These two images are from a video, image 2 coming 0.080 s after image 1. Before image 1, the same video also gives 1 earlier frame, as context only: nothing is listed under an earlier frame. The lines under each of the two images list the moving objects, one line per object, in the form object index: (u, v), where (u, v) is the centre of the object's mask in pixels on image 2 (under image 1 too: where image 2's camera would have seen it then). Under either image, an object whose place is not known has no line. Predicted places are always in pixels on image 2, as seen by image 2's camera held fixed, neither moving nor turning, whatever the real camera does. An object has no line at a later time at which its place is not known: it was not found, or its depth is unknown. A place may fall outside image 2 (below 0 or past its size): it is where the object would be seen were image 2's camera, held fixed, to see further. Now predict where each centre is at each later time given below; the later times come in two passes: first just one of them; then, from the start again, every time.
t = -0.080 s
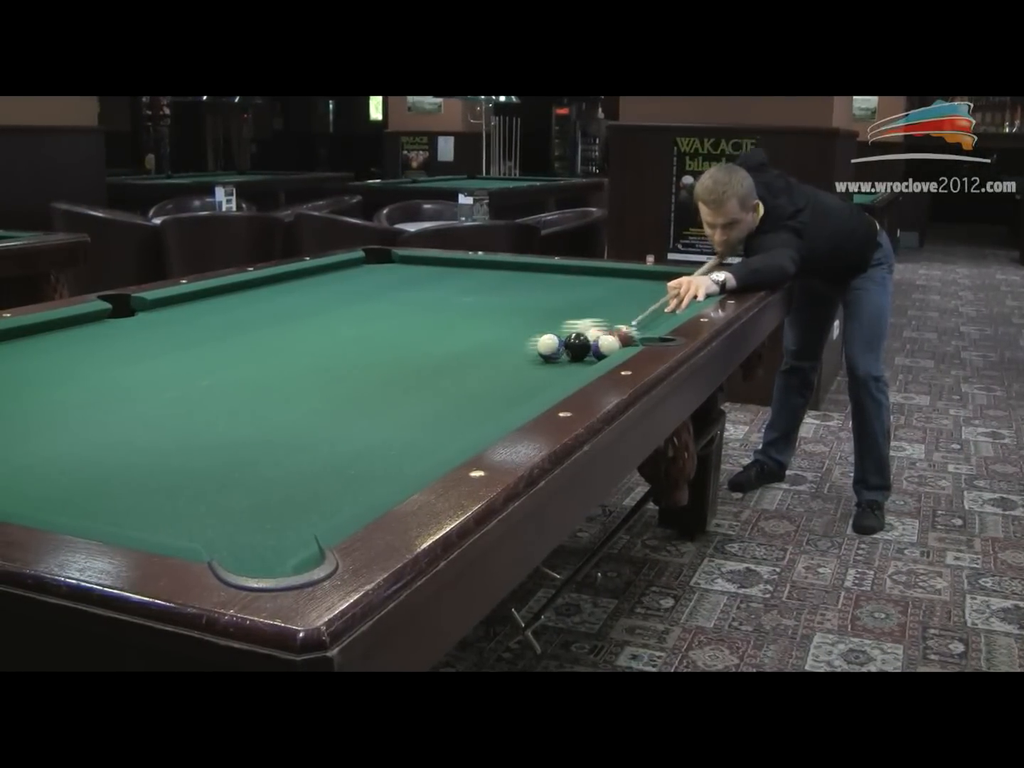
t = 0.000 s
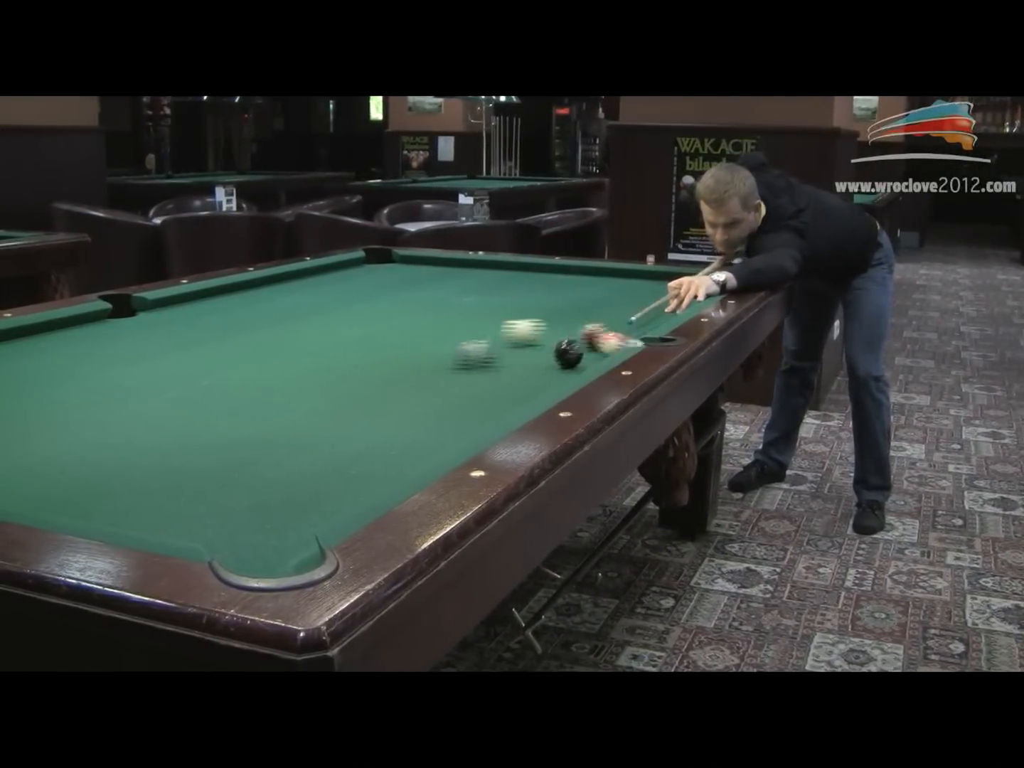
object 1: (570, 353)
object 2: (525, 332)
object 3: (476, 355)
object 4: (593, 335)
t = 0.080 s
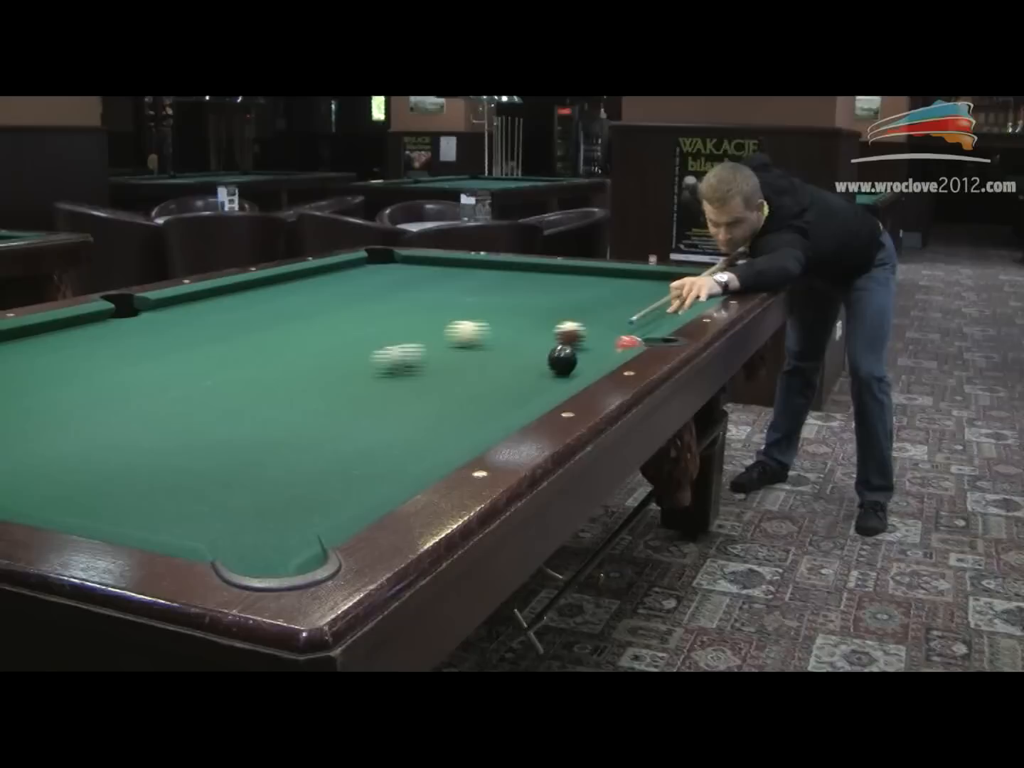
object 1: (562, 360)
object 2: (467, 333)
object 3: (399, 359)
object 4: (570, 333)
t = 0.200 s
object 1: (550, 369)
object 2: (384, 336)
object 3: (290, 367)
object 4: (530, 331)
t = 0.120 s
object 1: (558, 363)
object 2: (439, 334)
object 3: (359, 363)
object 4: (554, 334)
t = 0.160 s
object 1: (554, 366)
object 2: (411, 336)
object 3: (325, 365)
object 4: (544, 332)
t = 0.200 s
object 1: (550, 369)
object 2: (384, 336)
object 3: (290, 367)
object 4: (530, 331)
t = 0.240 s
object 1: (546, 373)
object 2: (358, 337)
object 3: (253, 370)
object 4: (517, 331)
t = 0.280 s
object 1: (541, 376)
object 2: (331, 338)
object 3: (221, 372)
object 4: (505, 329)
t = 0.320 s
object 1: (537, 379)
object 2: (305, 339)
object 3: (188, 372)
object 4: (493, 327)
